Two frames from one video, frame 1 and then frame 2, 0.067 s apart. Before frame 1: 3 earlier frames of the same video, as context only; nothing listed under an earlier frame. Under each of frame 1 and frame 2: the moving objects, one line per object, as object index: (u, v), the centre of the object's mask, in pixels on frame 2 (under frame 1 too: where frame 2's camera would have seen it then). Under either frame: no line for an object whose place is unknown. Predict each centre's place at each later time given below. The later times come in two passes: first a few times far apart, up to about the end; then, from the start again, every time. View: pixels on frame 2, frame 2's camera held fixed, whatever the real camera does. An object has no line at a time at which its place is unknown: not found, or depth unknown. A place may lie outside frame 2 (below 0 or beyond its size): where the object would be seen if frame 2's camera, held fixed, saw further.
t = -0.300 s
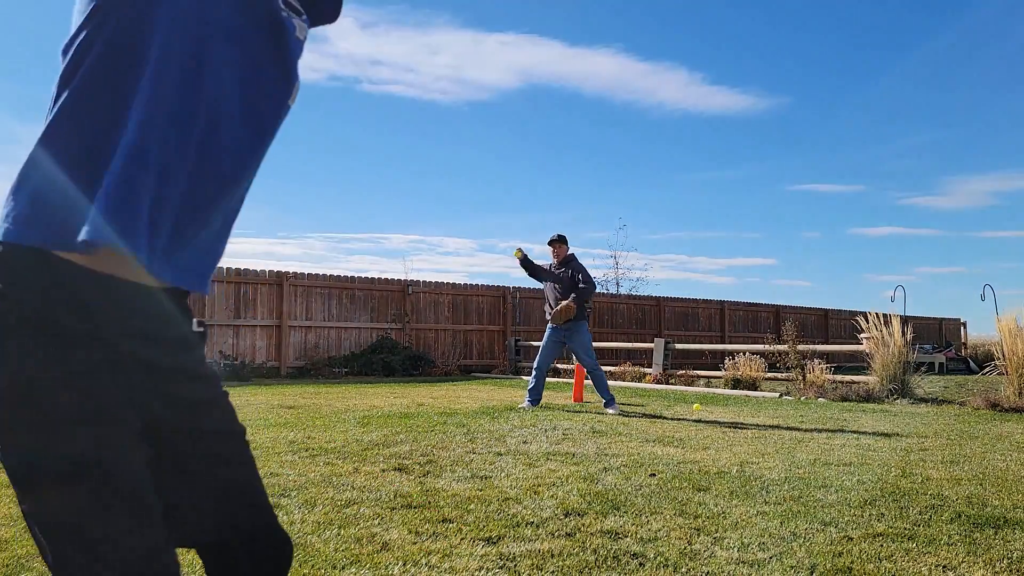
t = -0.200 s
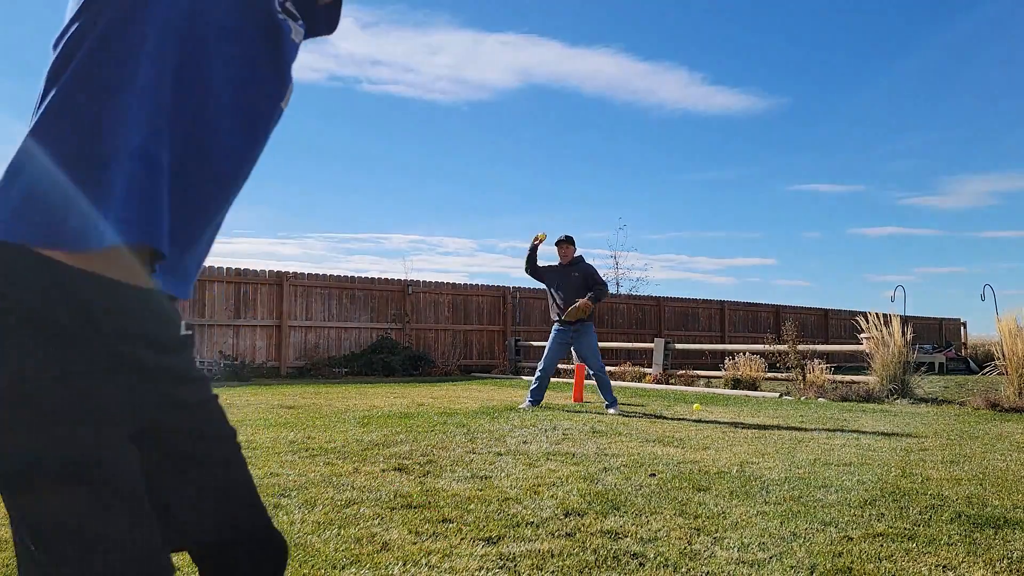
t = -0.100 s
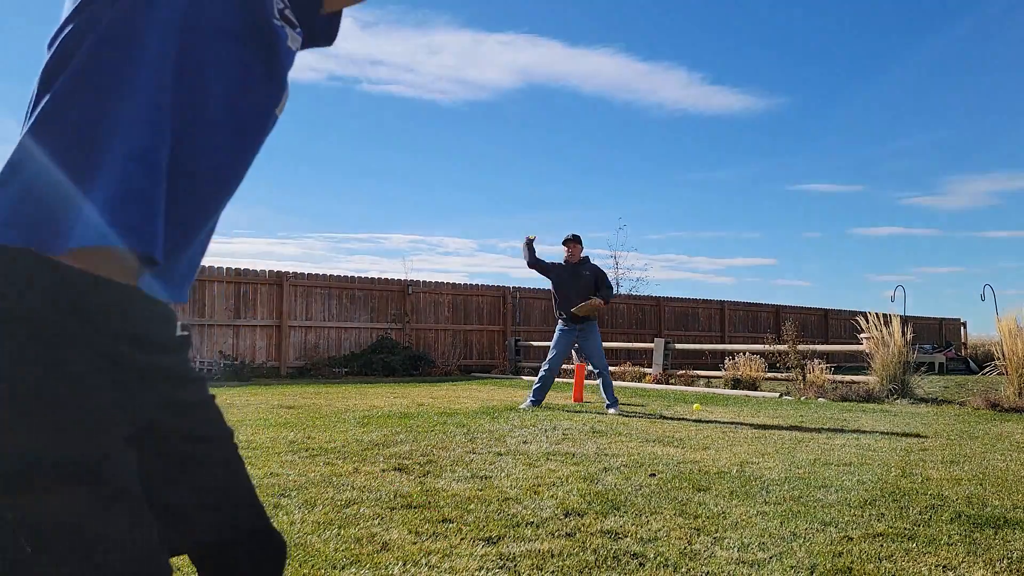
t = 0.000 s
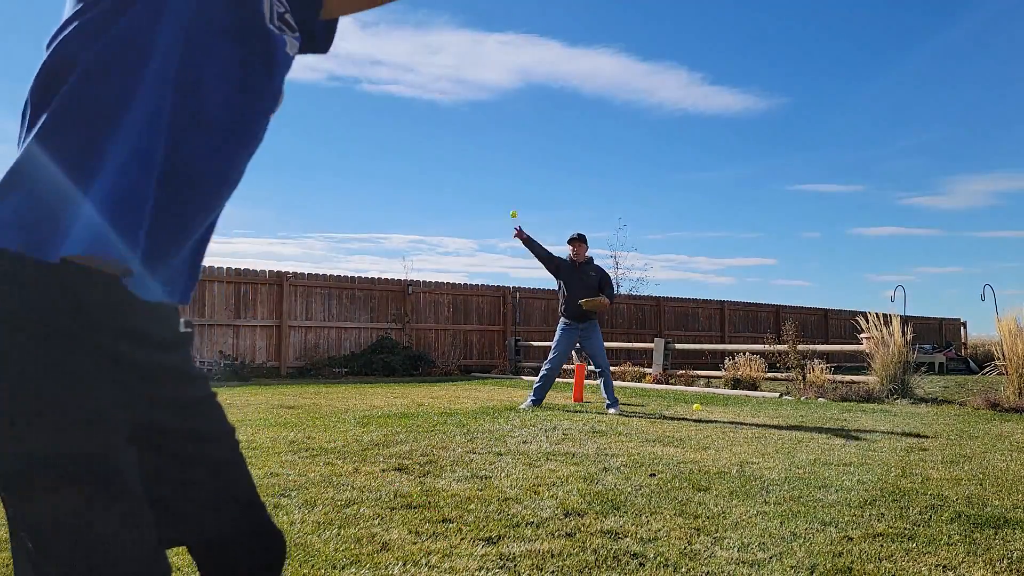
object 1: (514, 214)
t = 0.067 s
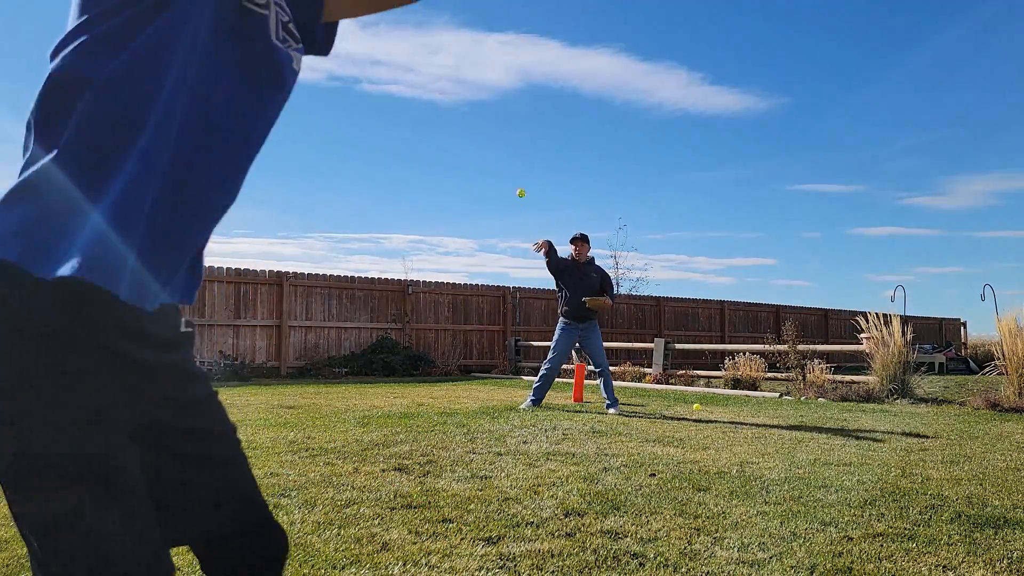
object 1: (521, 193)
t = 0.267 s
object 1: (552, 140)
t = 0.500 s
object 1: (648, 143)
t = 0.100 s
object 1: (525, 183)
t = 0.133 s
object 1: (529, 173)
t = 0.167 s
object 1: (534, 164)
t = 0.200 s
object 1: (540, 155)
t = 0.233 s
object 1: (545, 147)
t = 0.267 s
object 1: (552, 140)
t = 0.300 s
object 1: (560, 134)
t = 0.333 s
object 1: (568, 129)
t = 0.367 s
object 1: (578, 126)
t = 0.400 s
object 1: (590, 125)
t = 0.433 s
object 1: (606, 126)
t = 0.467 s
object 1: (624, 132)
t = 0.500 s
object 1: (648, 143)
